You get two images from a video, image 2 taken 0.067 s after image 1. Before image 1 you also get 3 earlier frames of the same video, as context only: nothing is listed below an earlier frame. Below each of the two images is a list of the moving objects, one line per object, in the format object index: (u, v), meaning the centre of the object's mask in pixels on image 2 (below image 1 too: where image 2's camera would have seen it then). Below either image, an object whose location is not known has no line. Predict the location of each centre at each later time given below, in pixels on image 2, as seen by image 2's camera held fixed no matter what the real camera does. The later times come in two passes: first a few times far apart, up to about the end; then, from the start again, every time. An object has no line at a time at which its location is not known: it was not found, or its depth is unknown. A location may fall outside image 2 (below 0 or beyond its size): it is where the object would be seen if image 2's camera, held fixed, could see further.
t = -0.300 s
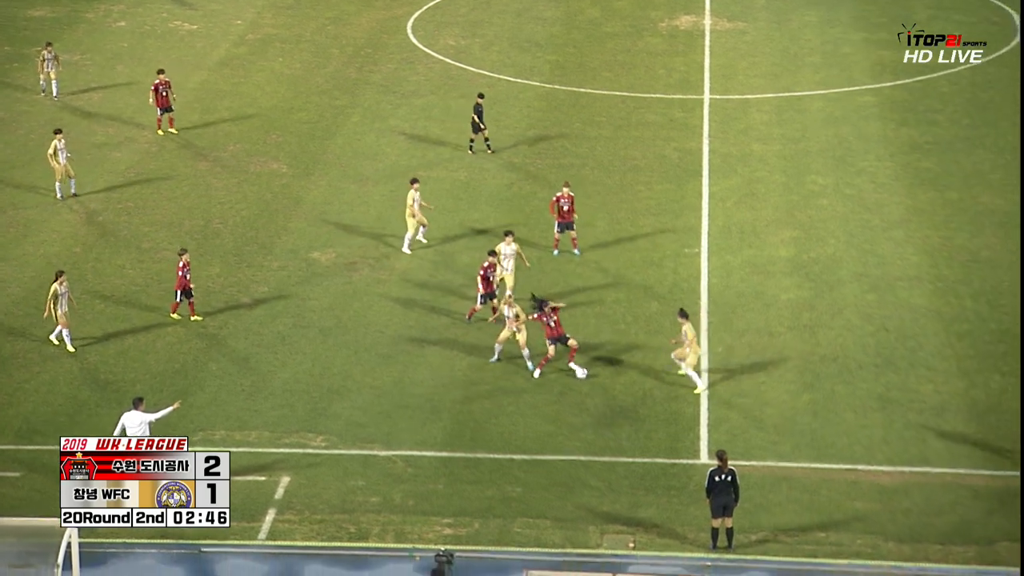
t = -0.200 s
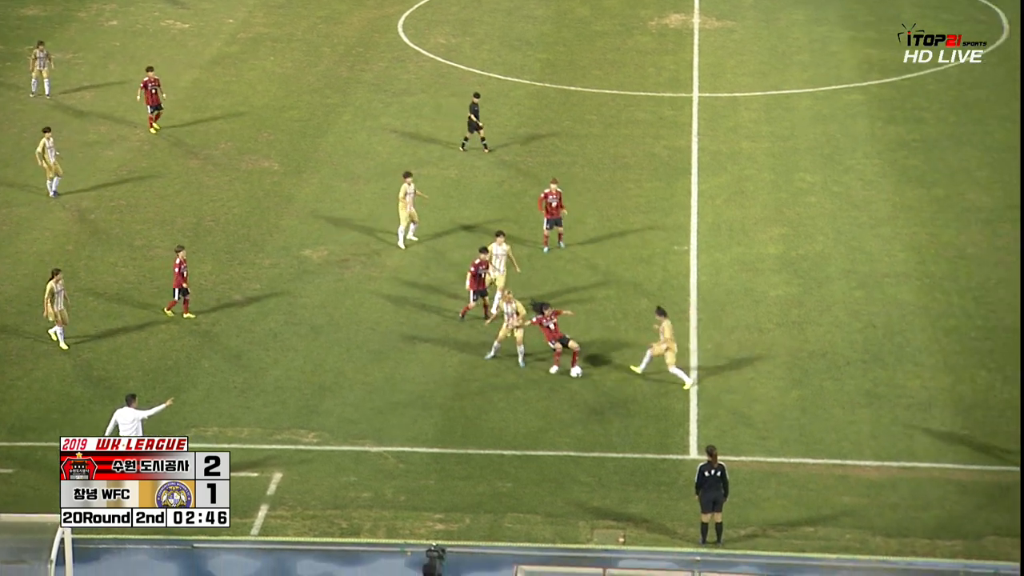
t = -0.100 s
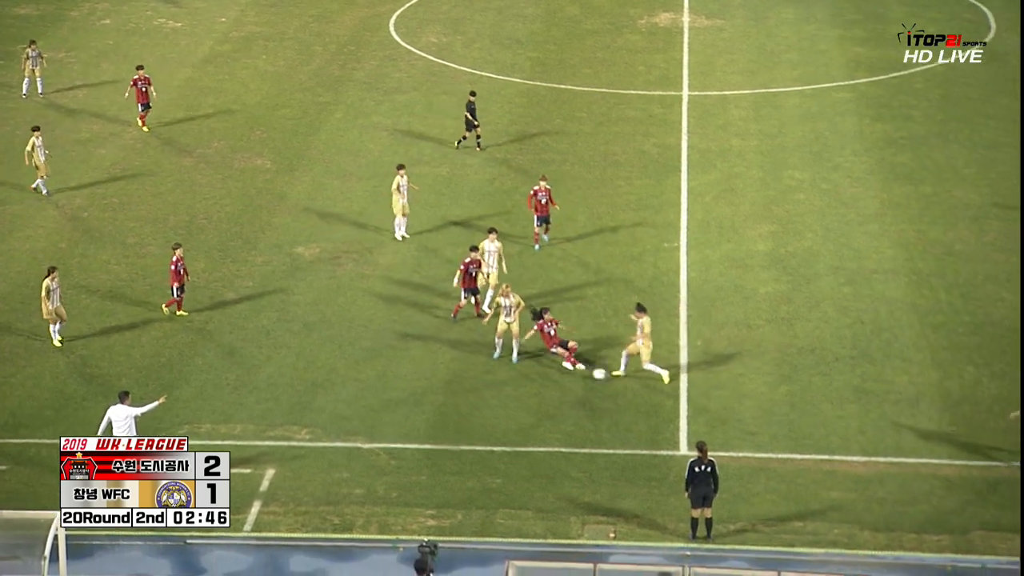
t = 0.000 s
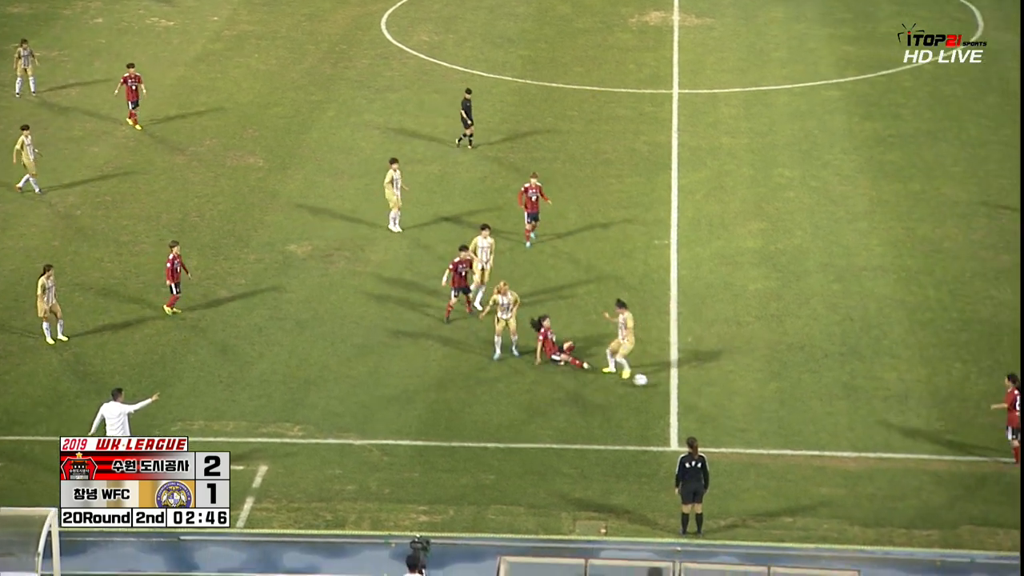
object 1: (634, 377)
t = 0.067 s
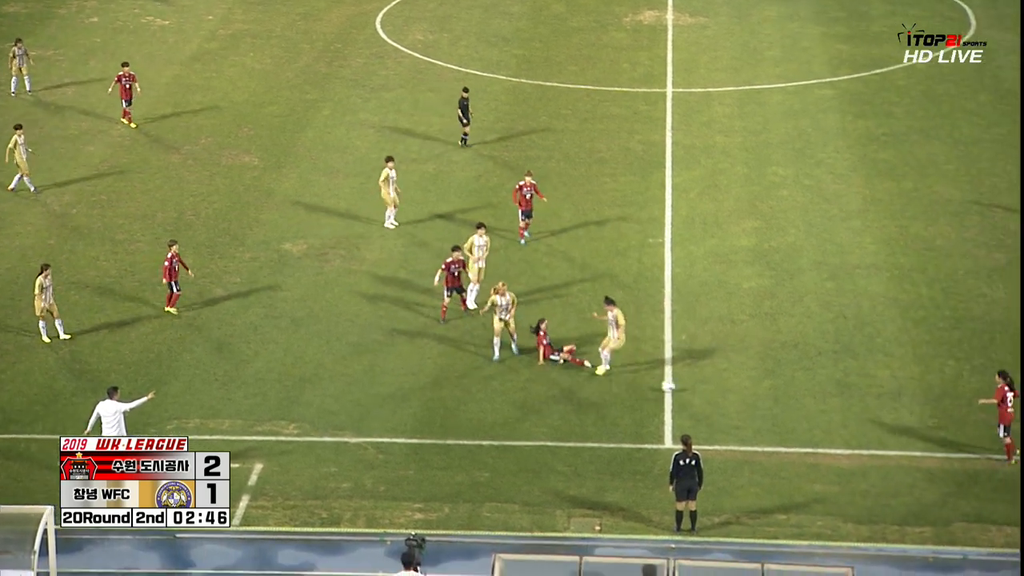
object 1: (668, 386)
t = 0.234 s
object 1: (749, 403)
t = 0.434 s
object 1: (840, 421)
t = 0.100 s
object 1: (685, 391)
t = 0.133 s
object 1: (701, 394)
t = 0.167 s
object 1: (716, 397)
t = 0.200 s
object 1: (733, 399)
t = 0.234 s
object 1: (749, 403)
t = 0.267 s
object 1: (764, 407)
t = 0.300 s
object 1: (781, 411)
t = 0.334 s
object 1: (796, 414)
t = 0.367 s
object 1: (810, 415)
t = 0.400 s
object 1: (825, 418)
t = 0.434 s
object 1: (840, 421)
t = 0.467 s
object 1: (855, 424)
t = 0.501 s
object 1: (869, 428)
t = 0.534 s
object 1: (883, 431)
